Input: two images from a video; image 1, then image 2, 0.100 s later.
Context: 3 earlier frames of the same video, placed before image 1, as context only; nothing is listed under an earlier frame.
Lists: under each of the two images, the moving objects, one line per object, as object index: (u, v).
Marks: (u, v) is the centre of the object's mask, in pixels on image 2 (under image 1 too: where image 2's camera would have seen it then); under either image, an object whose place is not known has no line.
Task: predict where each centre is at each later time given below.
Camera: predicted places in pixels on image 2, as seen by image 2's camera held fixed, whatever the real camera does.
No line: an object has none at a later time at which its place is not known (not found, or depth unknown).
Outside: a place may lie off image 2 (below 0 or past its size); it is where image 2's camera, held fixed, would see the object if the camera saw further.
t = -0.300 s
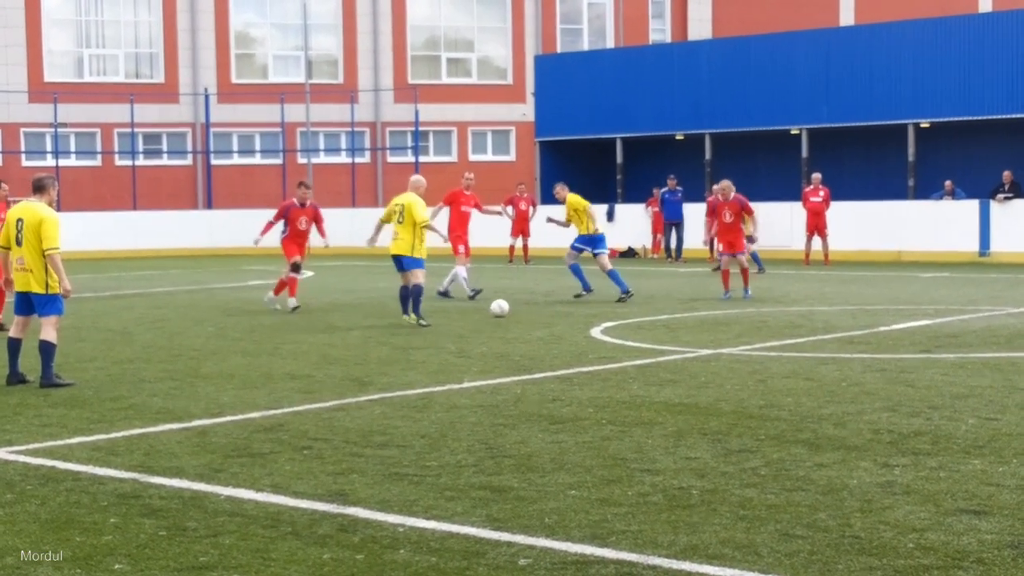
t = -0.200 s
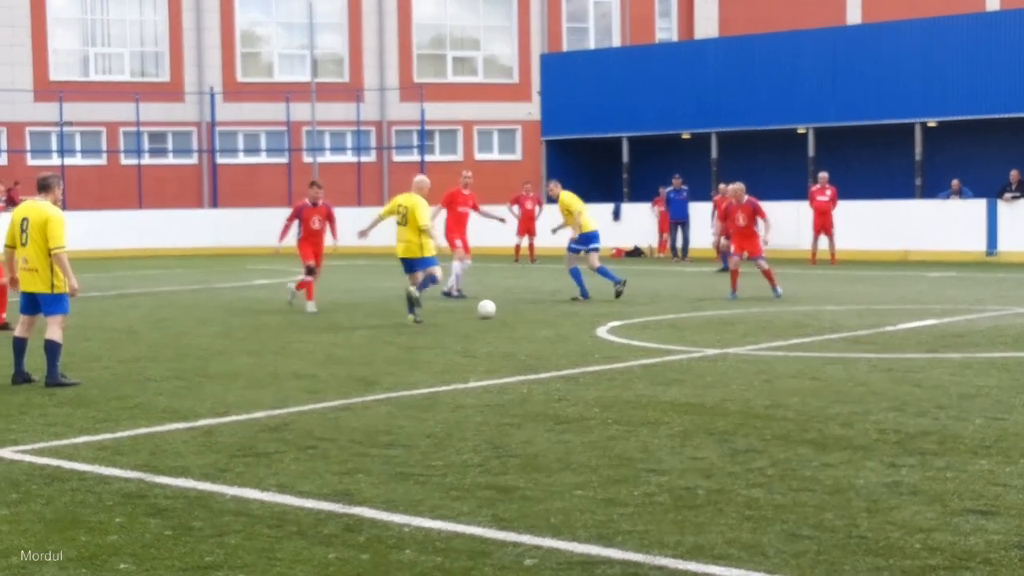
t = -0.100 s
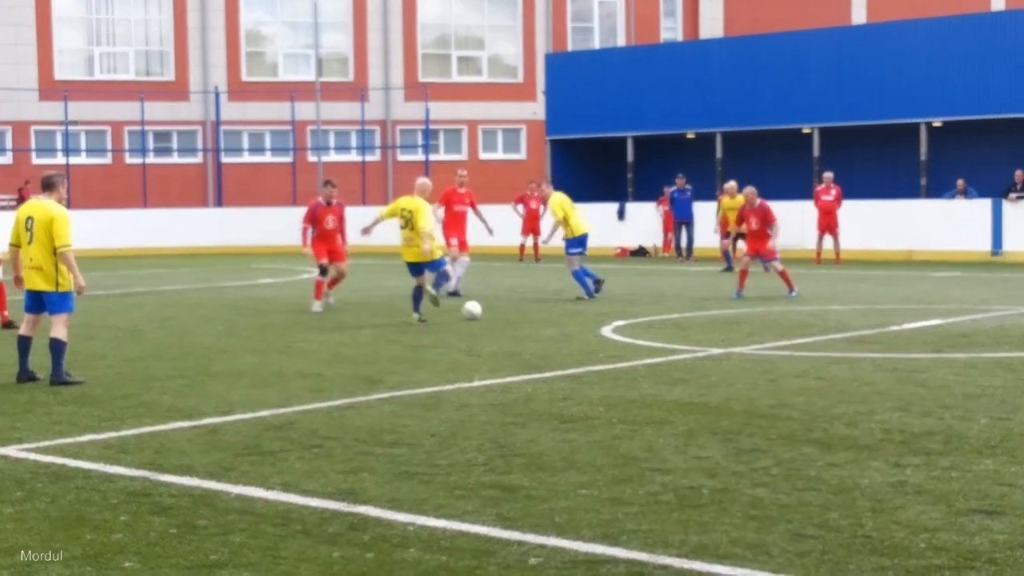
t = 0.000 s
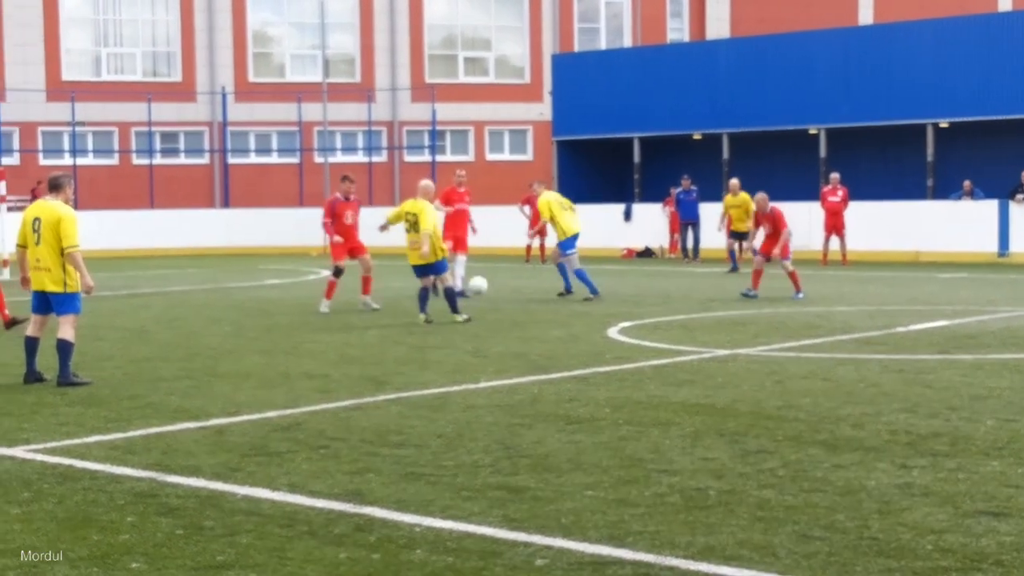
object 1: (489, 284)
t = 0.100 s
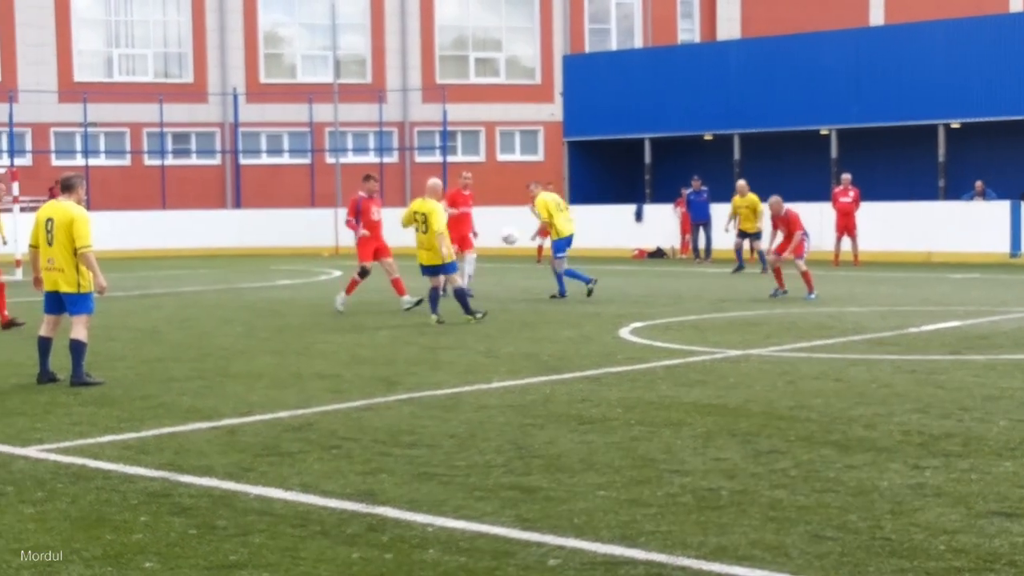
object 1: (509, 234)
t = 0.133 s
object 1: (516, 221)
